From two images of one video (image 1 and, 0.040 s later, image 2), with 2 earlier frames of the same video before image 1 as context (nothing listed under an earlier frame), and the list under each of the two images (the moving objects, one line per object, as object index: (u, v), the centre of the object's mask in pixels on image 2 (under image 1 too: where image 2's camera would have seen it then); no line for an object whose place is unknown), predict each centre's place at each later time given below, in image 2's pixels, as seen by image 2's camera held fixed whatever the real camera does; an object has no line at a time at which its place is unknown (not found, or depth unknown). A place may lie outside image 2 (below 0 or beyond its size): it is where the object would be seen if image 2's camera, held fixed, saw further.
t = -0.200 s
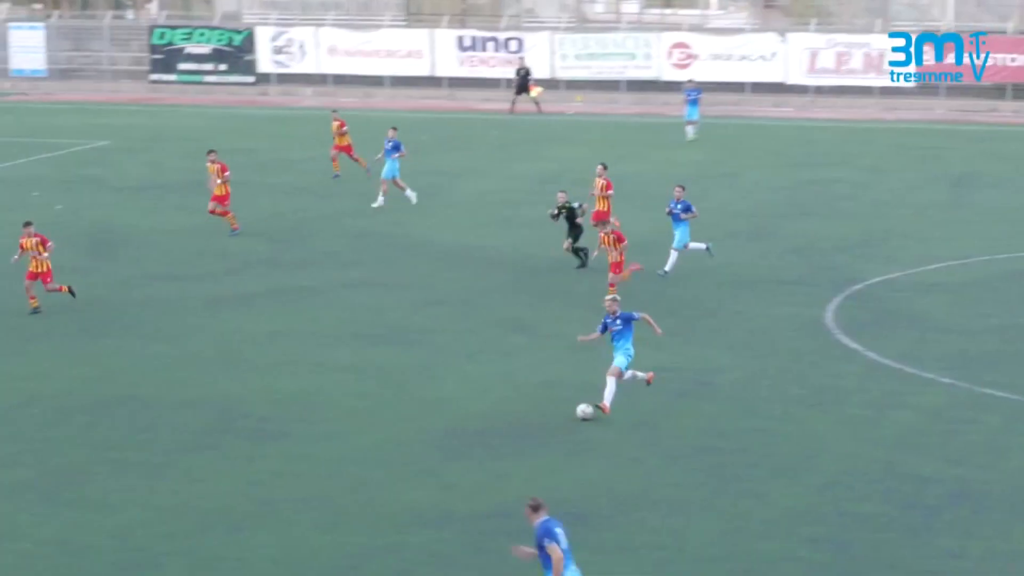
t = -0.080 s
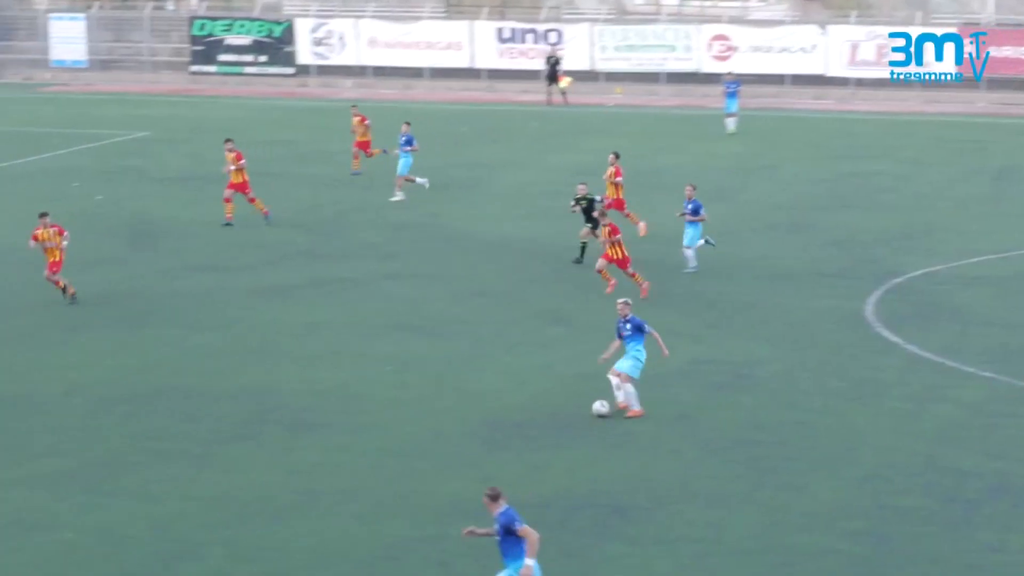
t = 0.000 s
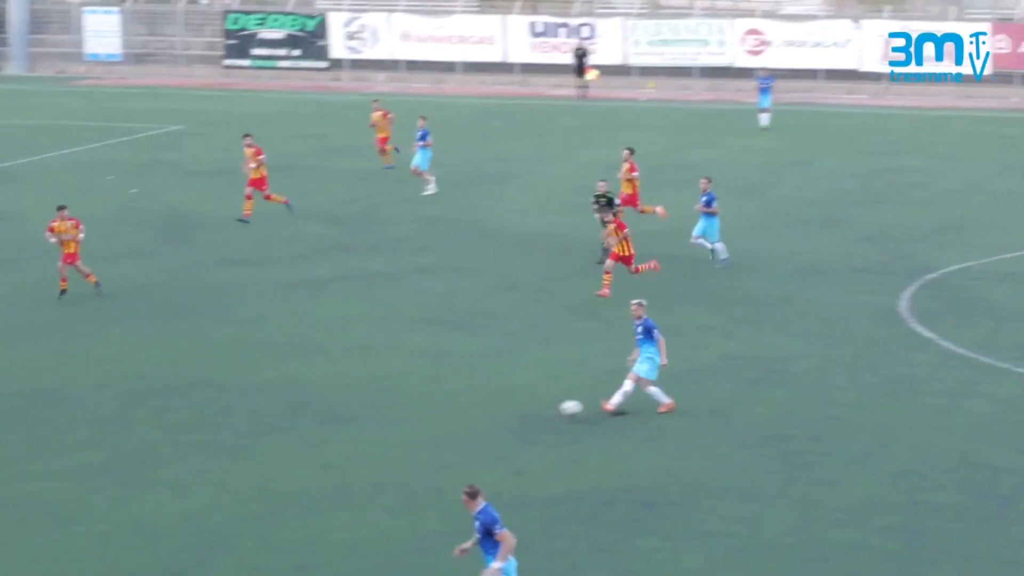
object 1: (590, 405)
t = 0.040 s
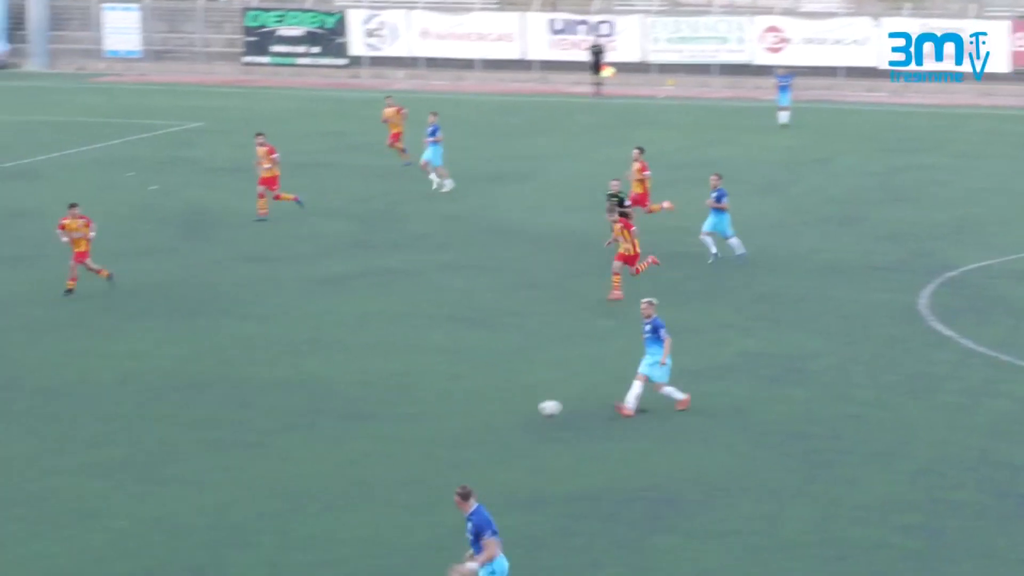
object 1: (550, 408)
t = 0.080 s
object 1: (509, 413)
